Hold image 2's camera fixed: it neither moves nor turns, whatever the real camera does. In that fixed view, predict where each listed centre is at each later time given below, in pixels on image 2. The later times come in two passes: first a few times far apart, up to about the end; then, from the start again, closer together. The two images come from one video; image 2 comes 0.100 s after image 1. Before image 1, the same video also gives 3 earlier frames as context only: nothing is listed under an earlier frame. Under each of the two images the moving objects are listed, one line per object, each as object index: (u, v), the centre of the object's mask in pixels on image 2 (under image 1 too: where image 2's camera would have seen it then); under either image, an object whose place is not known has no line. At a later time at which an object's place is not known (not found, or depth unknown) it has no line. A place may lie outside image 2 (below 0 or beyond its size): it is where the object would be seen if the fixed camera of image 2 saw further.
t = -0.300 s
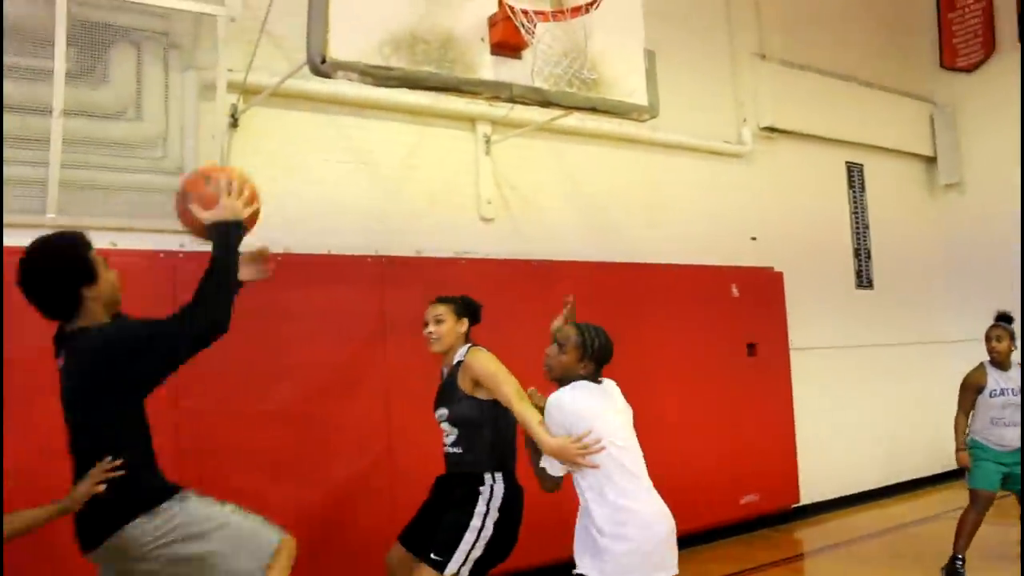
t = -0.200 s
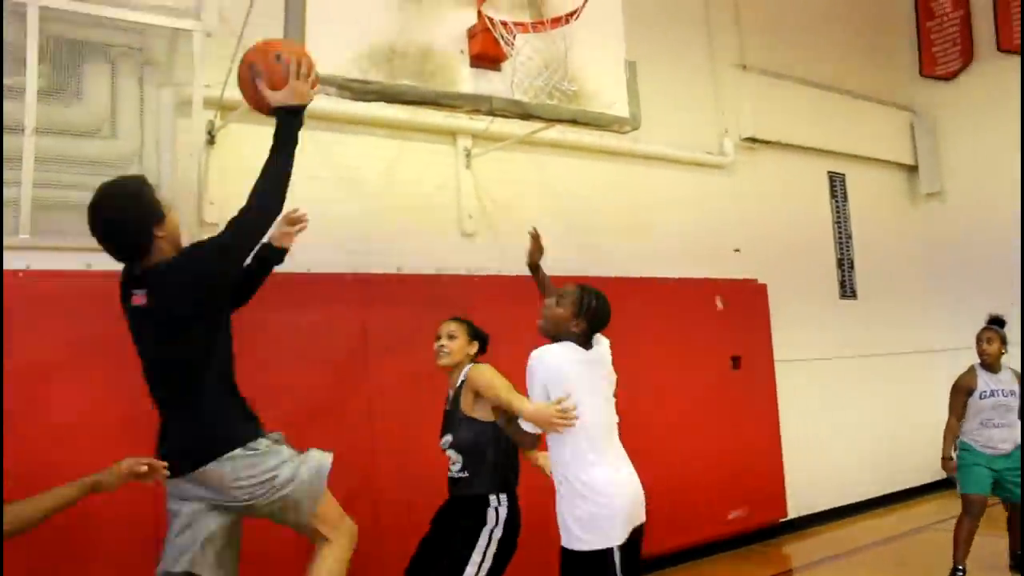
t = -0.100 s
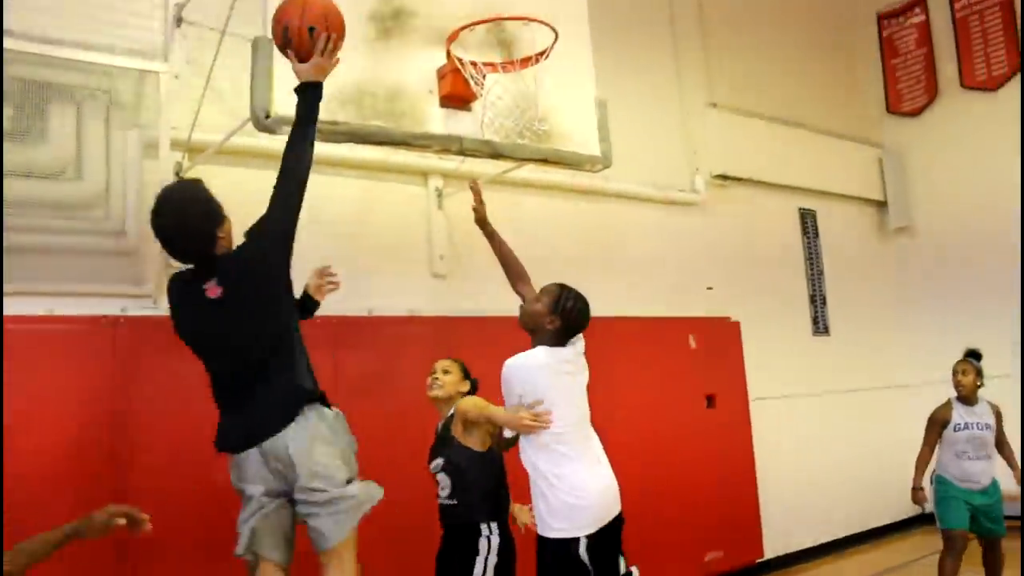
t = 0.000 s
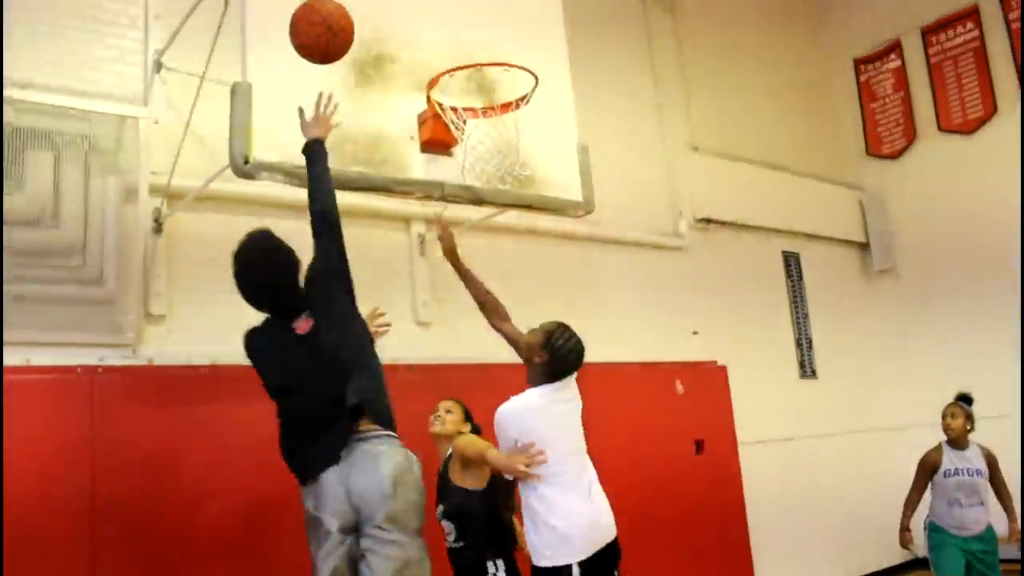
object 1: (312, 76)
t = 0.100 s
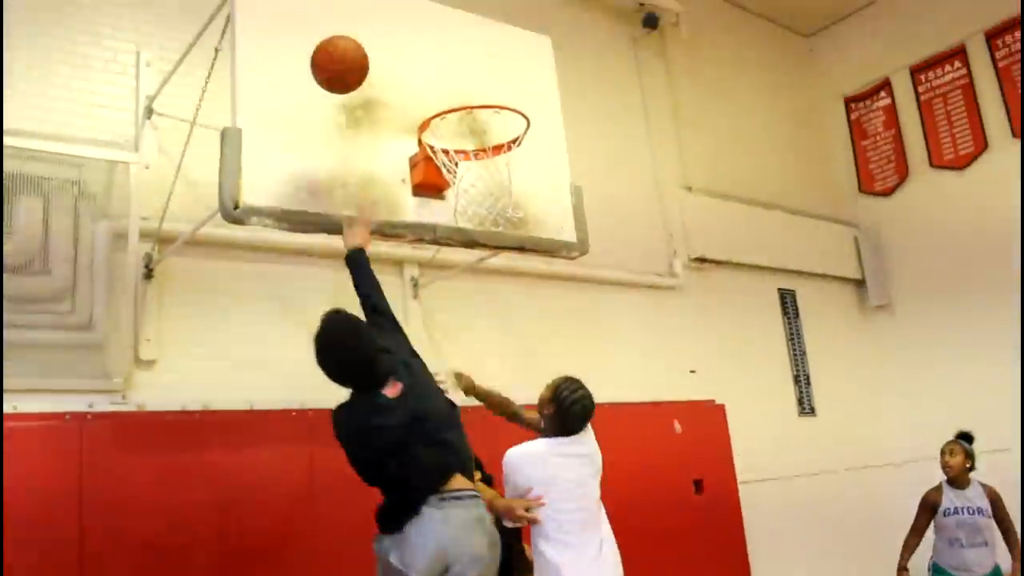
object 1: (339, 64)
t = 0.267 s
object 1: (395, 76)
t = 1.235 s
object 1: (453, 574)
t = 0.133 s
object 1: (348, 66)
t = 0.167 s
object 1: (356, 70)
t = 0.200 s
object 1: (364, 75)
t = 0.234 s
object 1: (379, 74)
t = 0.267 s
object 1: (395, 76)
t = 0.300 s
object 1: (411, 79)
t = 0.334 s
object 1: (428, 84)
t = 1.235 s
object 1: (453, 574)
